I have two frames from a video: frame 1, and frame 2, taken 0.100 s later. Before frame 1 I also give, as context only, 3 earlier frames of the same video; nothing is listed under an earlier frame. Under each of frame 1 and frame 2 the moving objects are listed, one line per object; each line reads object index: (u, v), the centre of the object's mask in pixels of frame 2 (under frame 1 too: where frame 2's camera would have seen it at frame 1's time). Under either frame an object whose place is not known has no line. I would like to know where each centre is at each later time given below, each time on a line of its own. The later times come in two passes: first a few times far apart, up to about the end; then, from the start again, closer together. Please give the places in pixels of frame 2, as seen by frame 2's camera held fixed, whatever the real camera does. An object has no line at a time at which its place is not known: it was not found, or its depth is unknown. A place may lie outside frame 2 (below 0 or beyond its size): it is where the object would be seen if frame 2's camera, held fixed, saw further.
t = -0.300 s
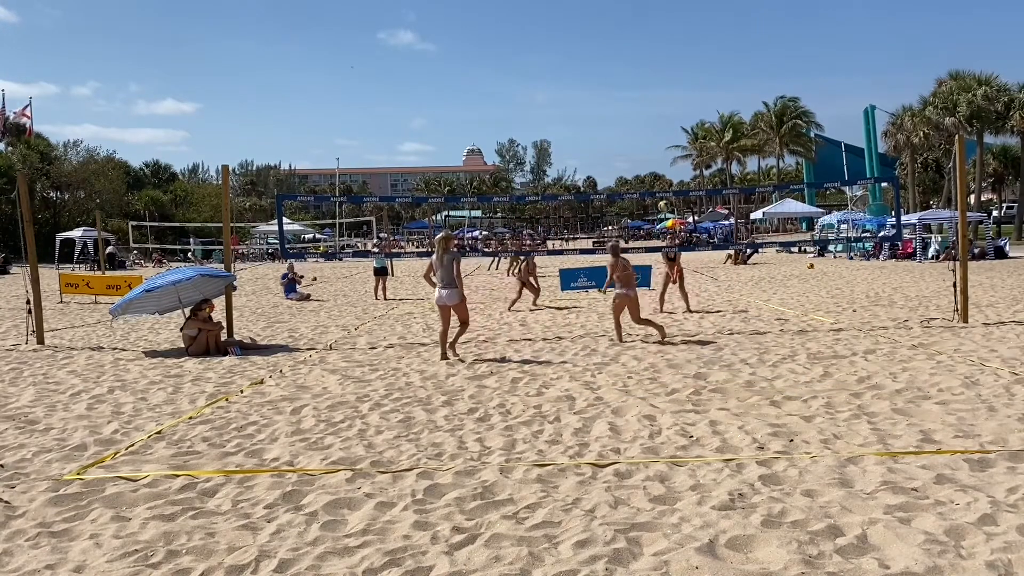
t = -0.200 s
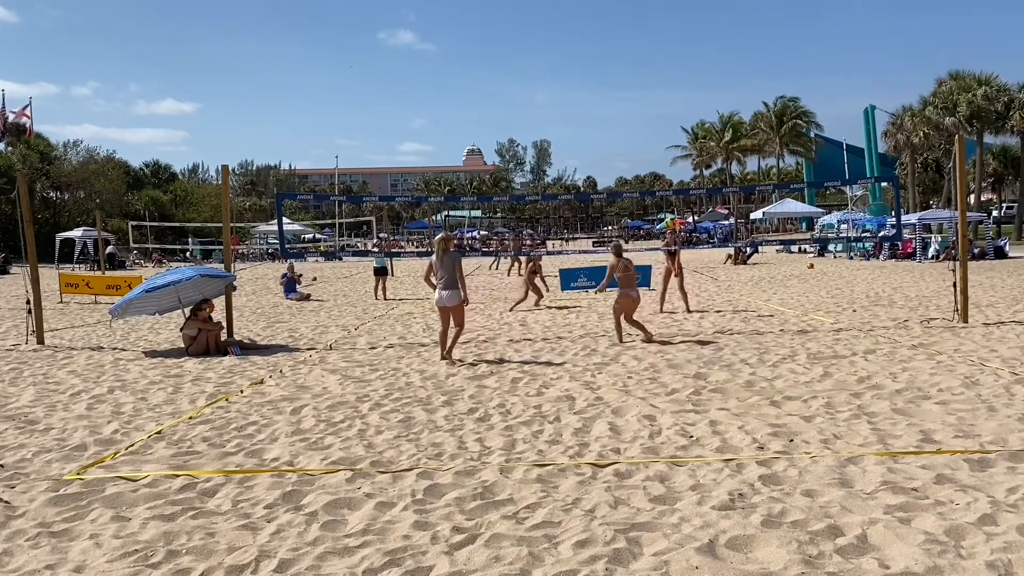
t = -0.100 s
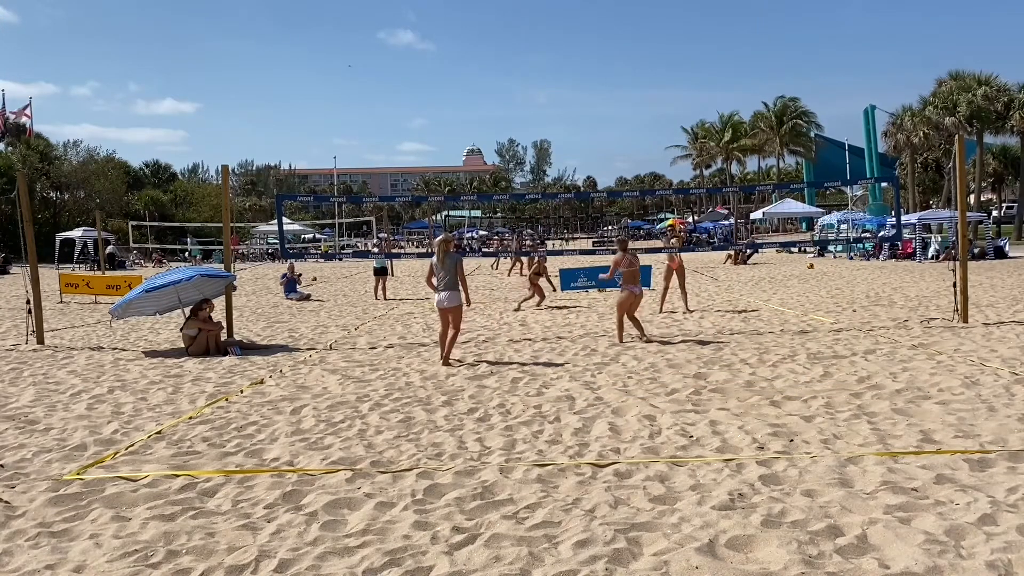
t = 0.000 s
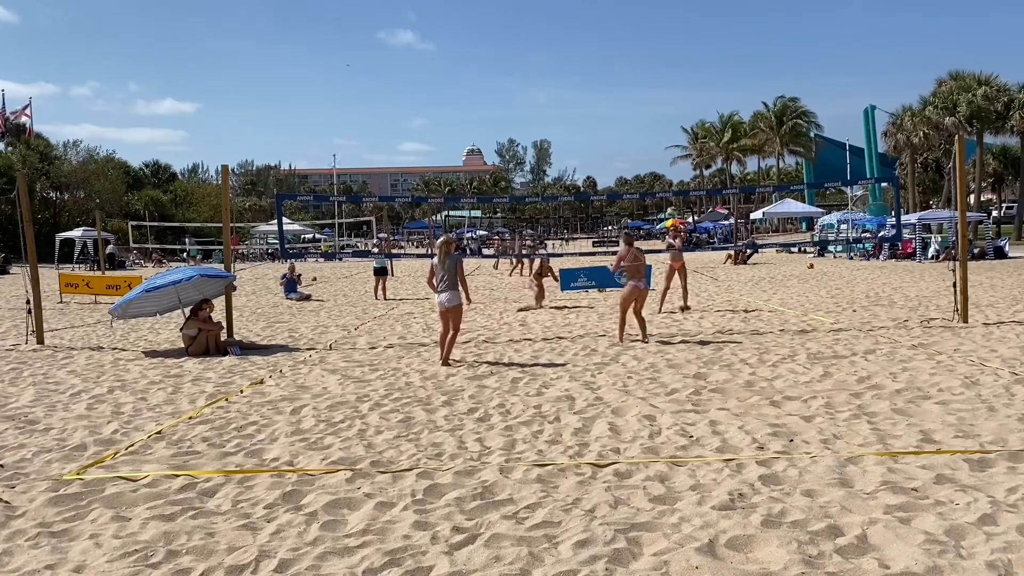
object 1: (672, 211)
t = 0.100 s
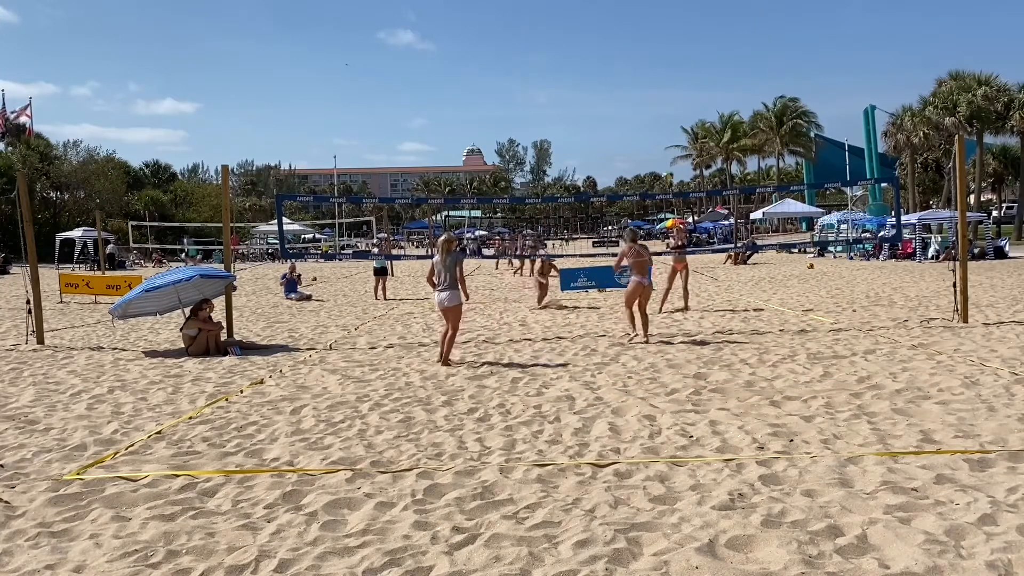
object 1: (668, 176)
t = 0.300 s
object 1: (659, 122)
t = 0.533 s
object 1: (649, 87)
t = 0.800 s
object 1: (637, 82)
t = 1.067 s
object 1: (627, 112)
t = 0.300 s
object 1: (659, 122)
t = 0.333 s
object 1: (658, 115)
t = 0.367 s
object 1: (656, 108)
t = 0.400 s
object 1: (655, 103)
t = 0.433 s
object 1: (654, 98)
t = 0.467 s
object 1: (652, 94)
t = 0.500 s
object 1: (651, 90)
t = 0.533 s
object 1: (649, 87)
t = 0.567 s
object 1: (648, 84)
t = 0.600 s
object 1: (646, 82)
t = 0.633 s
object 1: (645, 81)
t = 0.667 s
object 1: (643, 80)
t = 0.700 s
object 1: (642, 79)
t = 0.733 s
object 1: (641, 79)
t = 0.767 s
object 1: (639, 80)
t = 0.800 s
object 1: (637, 82)
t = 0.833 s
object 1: (636, 84)
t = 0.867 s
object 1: (635, 86)
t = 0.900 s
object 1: (633, 89)
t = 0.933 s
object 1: (632, 92)
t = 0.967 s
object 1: (630, 96)
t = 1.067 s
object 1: (627, 112)
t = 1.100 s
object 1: (625, 118)
